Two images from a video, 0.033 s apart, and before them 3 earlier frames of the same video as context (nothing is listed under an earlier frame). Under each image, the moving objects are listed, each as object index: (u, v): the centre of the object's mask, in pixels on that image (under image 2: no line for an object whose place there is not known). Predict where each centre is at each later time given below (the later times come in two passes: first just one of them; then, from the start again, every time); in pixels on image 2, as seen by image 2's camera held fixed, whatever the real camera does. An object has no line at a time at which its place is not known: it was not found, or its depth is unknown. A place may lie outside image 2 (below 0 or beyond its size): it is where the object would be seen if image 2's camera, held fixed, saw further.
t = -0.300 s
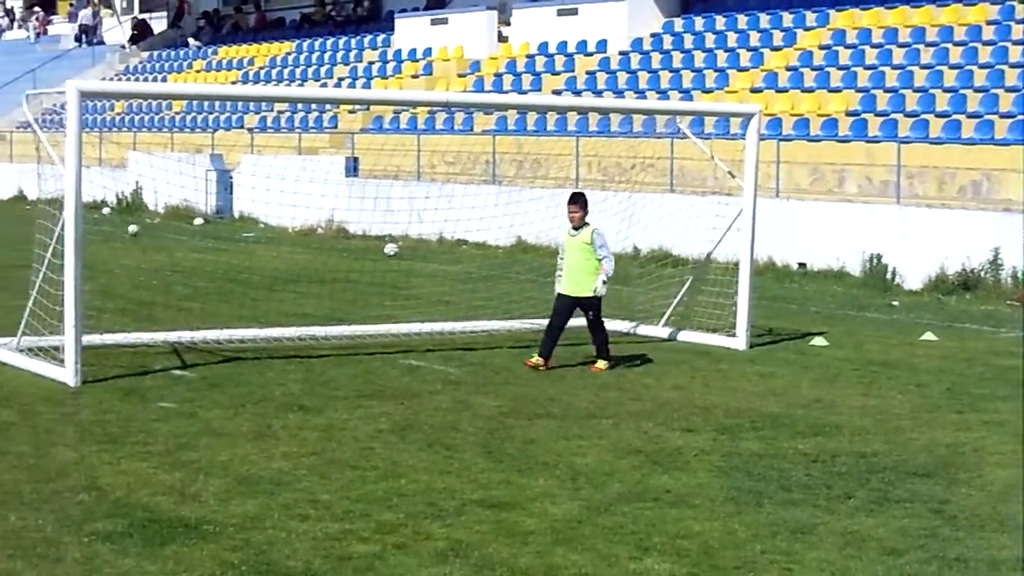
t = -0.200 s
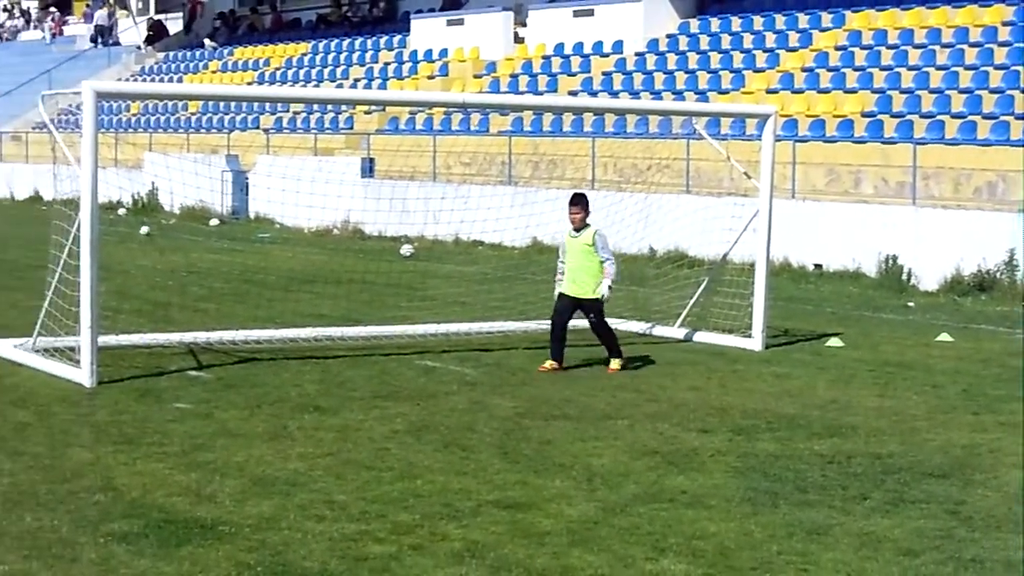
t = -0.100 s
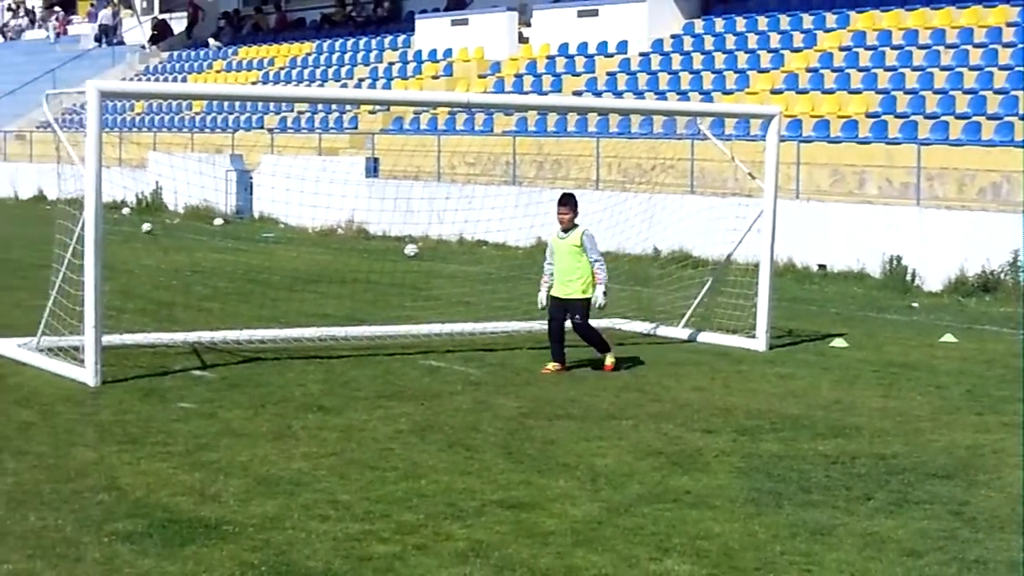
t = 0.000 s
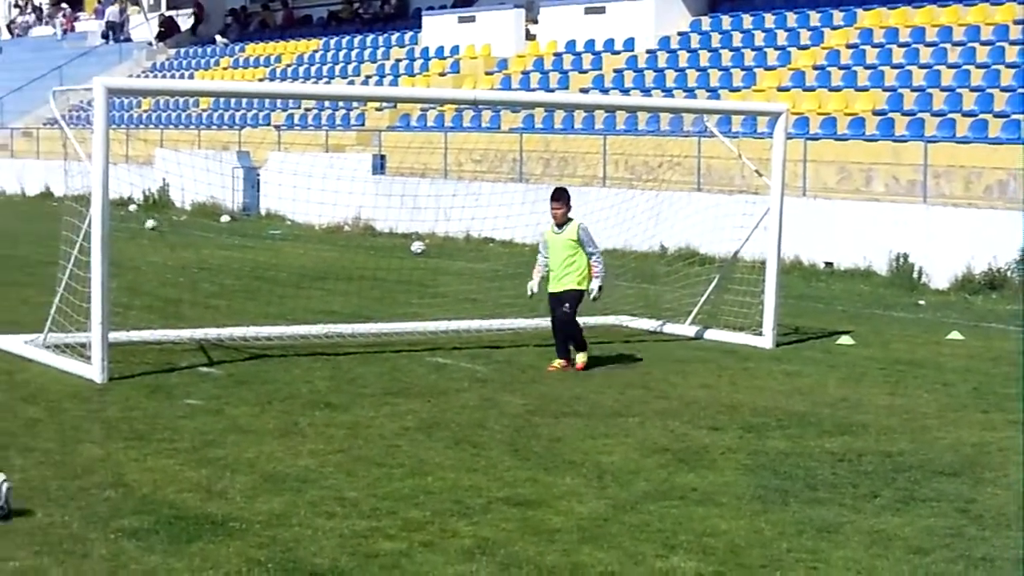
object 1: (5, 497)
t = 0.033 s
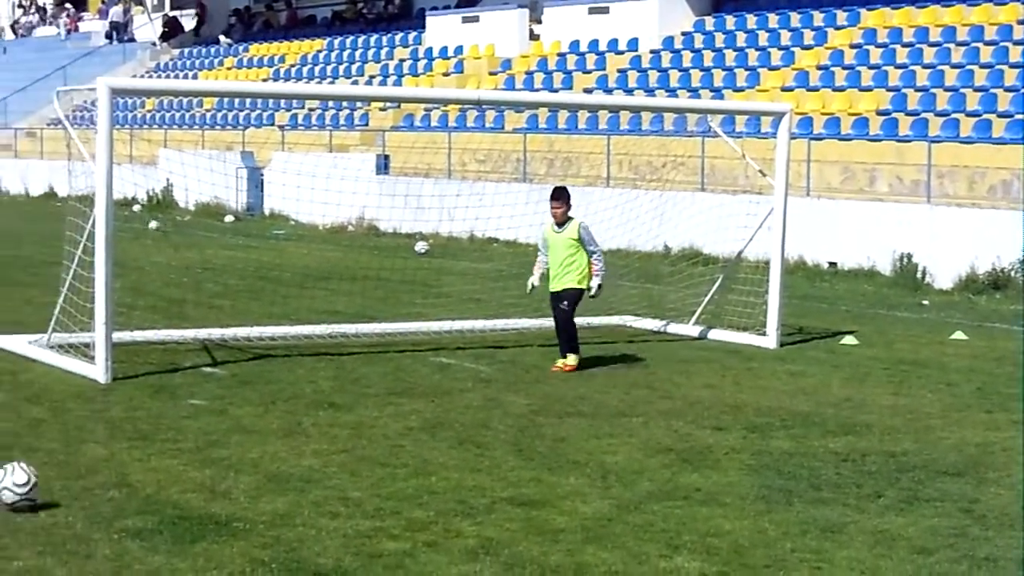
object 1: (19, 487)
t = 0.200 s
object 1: (123, 458)
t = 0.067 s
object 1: (39, 479)
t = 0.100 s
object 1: (63, 474)
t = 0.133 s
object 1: (84, 471)
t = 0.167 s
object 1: (104, 466)
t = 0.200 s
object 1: (123, 458)
